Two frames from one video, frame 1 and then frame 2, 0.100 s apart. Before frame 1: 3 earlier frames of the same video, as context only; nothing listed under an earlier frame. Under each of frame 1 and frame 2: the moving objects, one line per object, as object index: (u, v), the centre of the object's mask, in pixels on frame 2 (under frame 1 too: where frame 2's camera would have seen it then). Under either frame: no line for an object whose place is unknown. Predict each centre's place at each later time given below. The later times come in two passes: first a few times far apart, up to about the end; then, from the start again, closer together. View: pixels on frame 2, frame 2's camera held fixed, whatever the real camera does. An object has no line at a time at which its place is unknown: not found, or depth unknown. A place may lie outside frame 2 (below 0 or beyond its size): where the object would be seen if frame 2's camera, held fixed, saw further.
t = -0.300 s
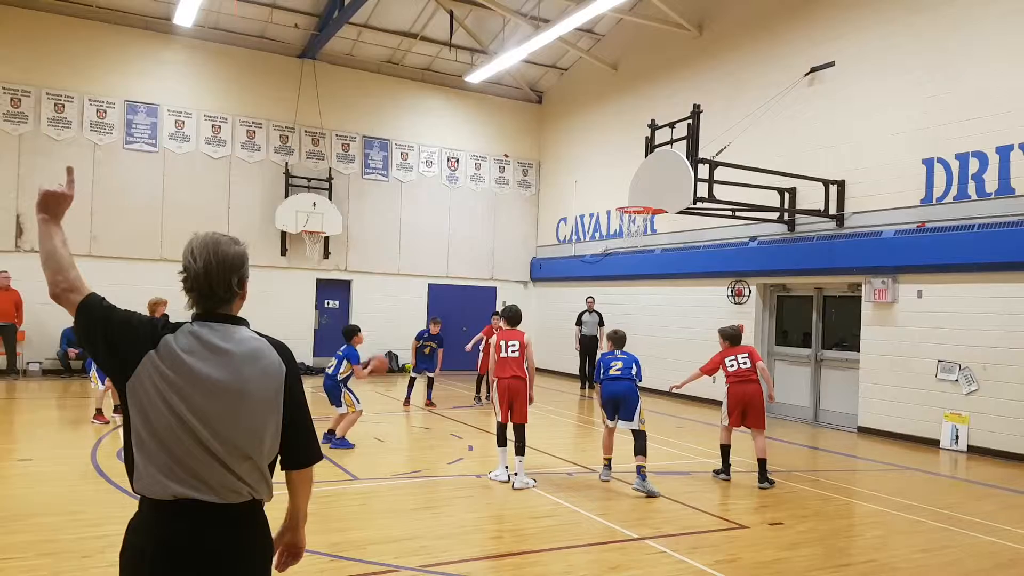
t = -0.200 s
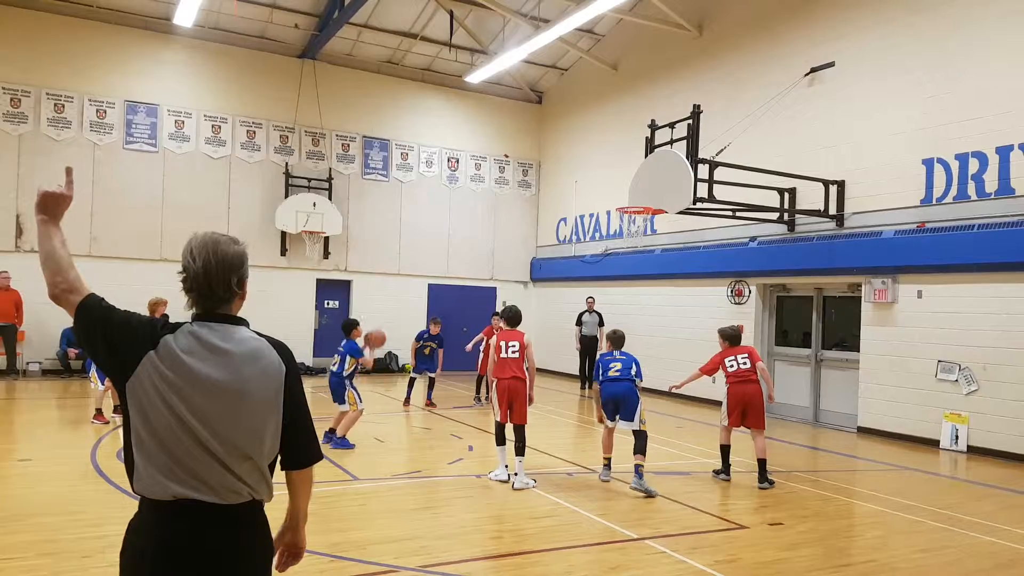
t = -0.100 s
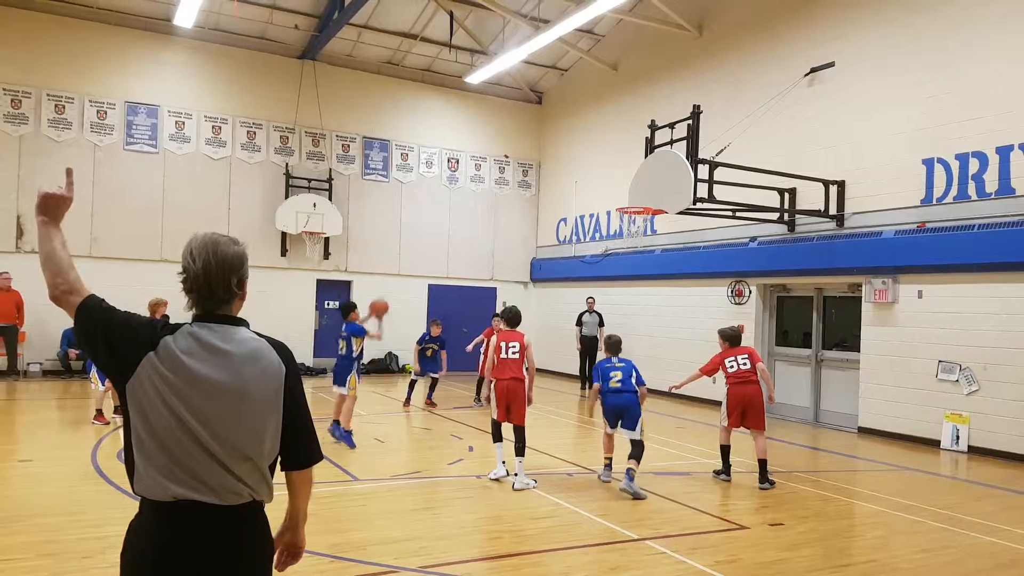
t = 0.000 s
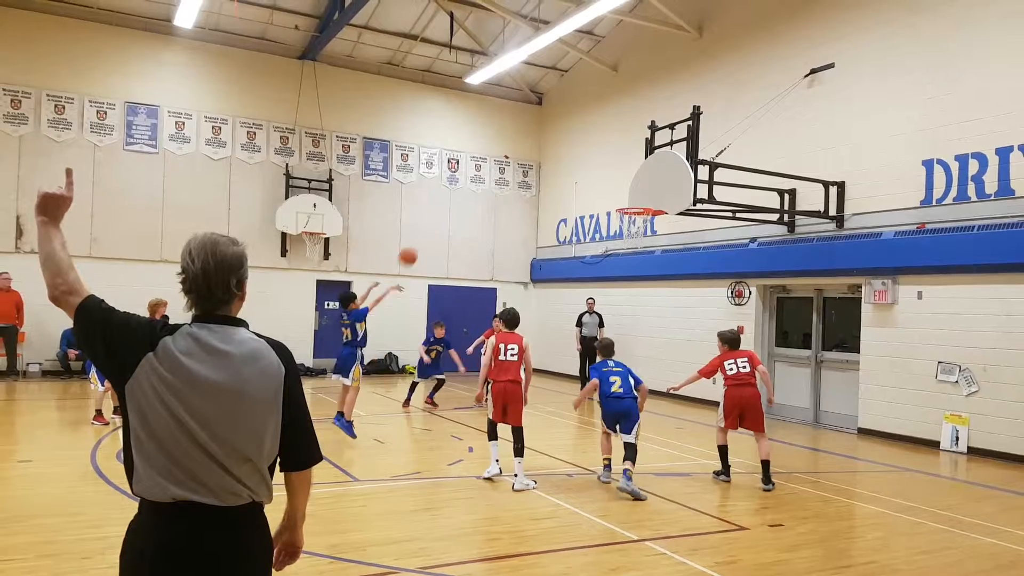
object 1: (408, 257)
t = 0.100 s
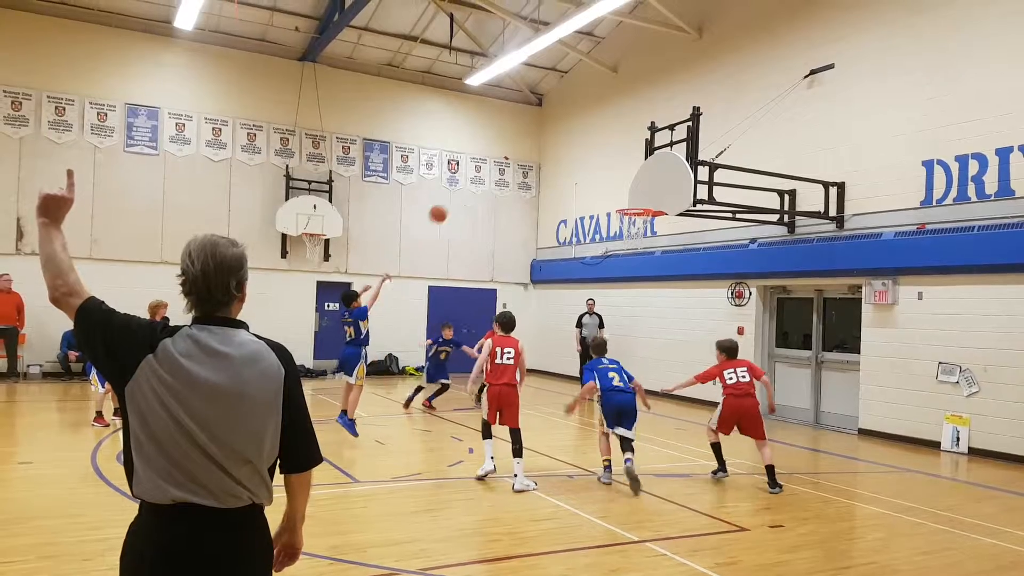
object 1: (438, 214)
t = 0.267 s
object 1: (485, 161)
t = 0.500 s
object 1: (544, 129)
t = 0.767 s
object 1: (603, 142)
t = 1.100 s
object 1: (634, 208)
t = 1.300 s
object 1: (625, 235)
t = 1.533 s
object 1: (633, 280)
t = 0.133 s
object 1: (448, 202)
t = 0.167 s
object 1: (457, 191)
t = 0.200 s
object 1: (467, 179)
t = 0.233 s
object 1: (476, 170)
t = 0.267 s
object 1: (485, 161)
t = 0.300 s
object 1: (494, 153)
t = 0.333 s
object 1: (503, 147)
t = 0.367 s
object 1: (511, 142)
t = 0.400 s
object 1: (519, 138)
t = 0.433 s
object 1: (527, 134)
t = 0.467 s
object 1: (536, 131)
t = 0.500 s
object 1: (544, 129)
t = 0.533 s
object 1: (552, 127)
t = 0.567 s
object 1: (559, 127)
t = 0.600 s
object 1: (567, 127)
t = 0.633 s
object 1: (574, 128)
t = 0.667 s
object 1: (581, 131)
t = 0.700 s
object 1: (589, 133)
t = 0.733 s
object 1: (596, 137)
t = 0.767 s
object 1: (603, 142)
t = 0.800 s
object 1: (610, 147)
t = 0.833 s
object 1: (617, 153)
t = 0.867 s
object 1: (623, 160)
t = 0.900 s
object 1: (630, 168)
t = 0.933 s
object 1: (636, 176)
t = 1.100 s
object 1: (634, 208)
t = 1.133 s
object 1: (625, 217)
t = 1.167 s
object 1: (623, 222)
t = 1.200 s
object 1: (623, 226)
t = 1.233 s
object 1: (624, 230)
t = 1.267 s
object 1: (625, 233)
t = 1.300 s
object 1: (625, 235)
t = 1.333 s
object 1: (627, 240)
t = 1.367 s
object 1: (628, 243)
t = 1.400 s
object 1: (629, 250)
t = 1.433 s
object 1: (631, 256)
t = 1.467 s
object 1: (632, 263)
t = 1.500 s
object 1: (633, 271)
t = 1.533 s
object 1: (633, 280)
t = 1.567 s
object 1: (634, 290)
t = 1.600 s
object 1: (635, 300)
